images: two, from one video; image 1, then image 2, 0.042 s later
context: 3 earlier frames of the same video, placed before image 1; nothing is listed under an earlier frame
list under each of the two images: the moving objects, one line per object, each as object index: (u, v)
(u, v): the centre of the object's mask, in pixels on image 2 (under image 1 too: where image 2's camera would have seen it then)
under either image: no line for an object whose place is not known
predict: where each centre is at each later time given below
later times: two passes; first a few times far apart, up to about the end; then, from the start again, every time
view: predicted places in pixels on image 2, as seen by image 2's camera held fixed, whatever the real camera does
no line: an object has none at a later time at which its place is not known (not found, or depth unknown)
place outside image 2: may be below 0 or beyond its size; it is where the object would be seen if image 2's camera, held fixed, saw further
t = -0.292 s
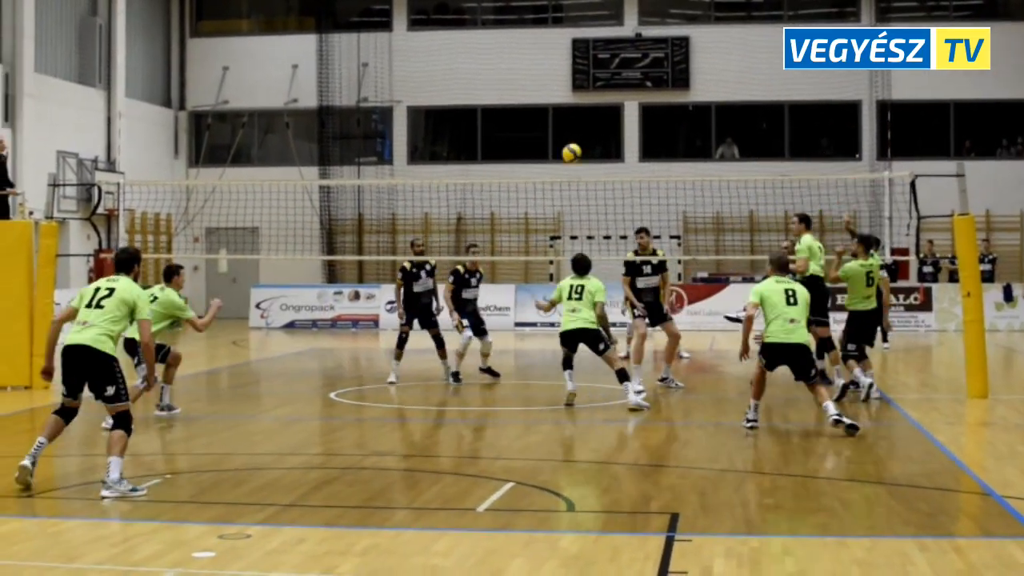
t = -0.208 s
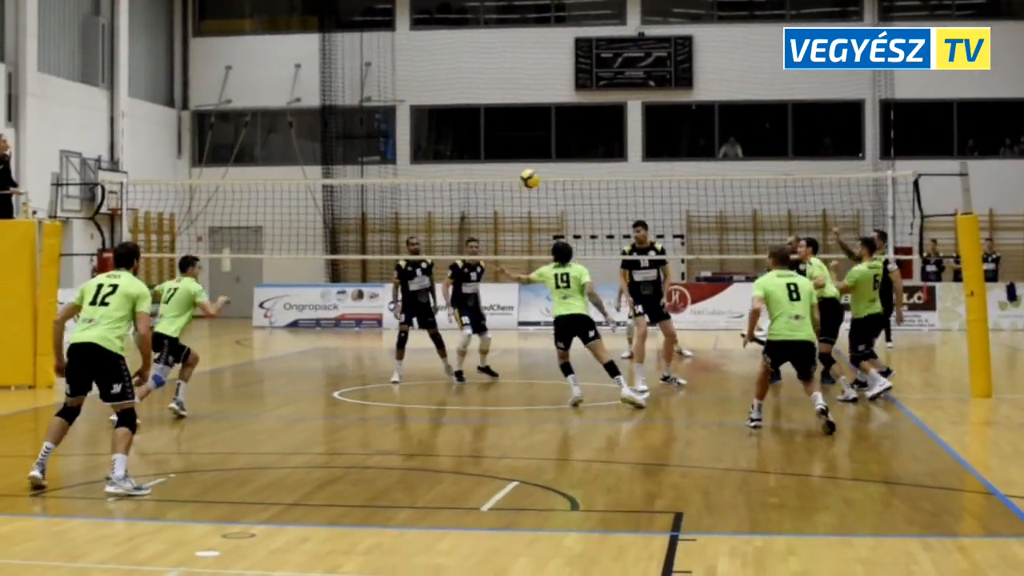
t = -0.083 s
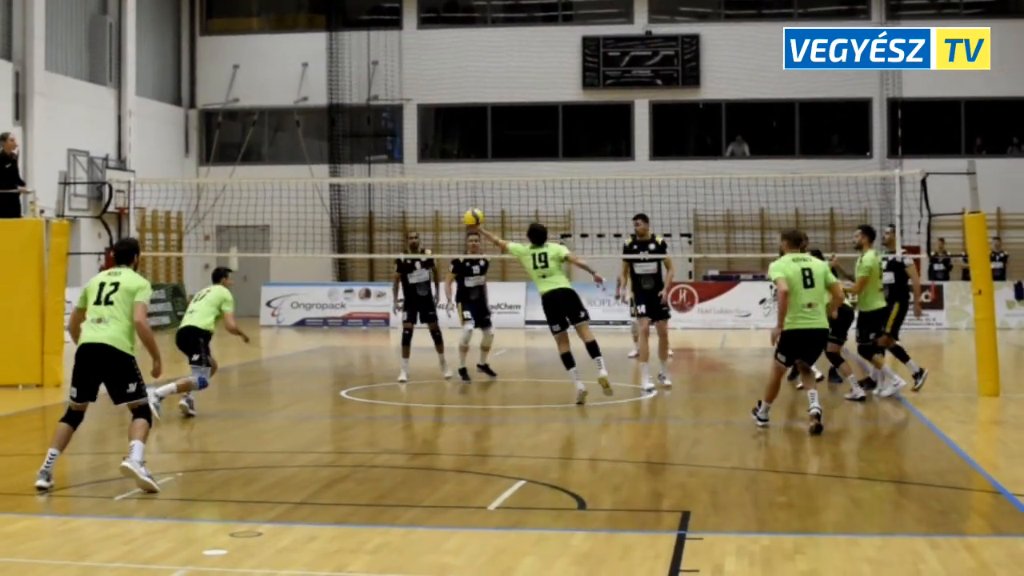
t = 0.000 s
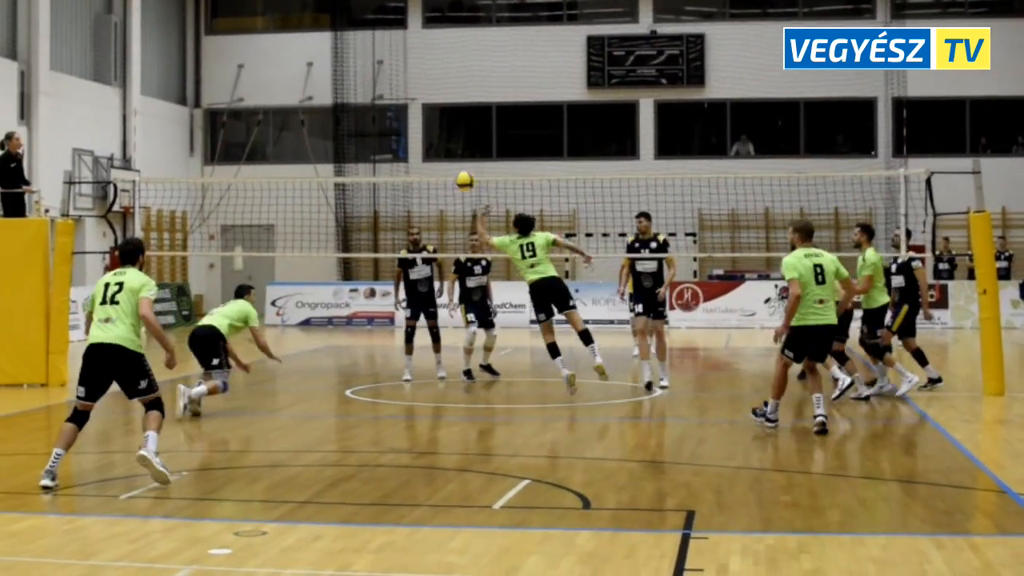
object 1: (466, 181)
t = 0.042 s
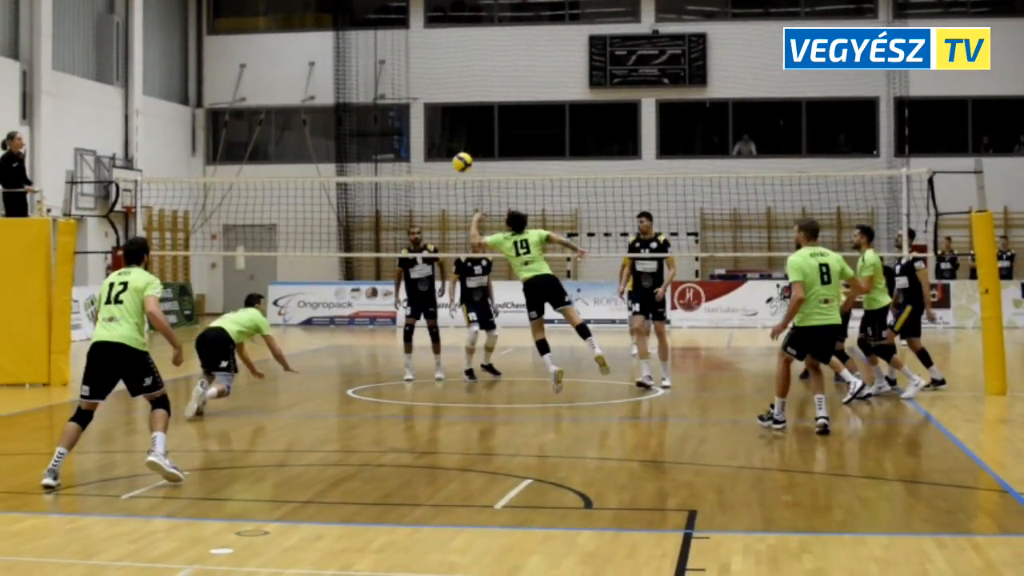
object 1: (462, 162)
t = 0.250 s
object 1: (437, 96)
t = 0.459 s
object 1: (409, 66)
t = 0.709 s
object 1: (374, 87)
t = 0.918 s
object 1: (344, 154)
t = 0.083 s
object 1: (457, 146)
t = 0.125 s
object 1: (451, 131)
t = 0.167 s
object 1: (447, 118)
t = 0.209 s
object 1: (441, 106)
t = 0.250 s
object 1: (437, 96)
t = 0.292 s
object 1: (431, 87)
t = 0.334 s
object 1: (425, 79)
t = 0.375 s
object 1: (420, 73)
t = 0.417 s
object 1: (415, 69)
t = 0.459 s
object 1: (409, 66)
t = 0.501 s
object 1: (404, 66)
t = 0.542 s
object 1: (398, 67)
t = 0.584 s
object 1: (391, 69)
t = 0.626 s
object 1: (386, 73)
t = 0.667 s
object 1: (380, 79)
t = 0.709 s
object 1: (374, 87)
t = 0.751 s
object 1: (368, 97)
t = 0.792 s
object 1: (362, 109)
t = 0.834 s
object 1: (356, 122)
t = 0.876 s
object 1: (350, 138)
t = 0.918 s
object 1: (344, 154)
